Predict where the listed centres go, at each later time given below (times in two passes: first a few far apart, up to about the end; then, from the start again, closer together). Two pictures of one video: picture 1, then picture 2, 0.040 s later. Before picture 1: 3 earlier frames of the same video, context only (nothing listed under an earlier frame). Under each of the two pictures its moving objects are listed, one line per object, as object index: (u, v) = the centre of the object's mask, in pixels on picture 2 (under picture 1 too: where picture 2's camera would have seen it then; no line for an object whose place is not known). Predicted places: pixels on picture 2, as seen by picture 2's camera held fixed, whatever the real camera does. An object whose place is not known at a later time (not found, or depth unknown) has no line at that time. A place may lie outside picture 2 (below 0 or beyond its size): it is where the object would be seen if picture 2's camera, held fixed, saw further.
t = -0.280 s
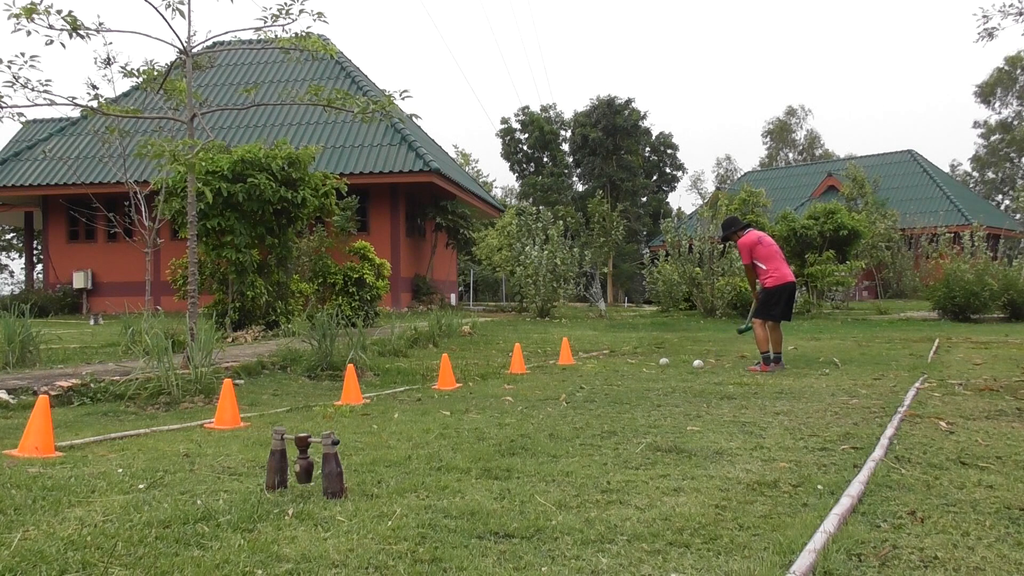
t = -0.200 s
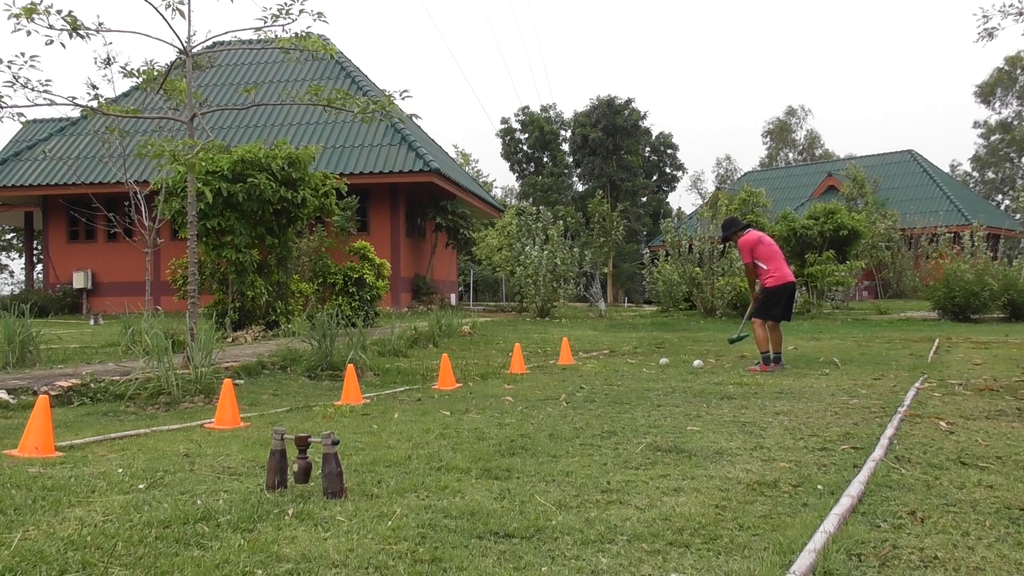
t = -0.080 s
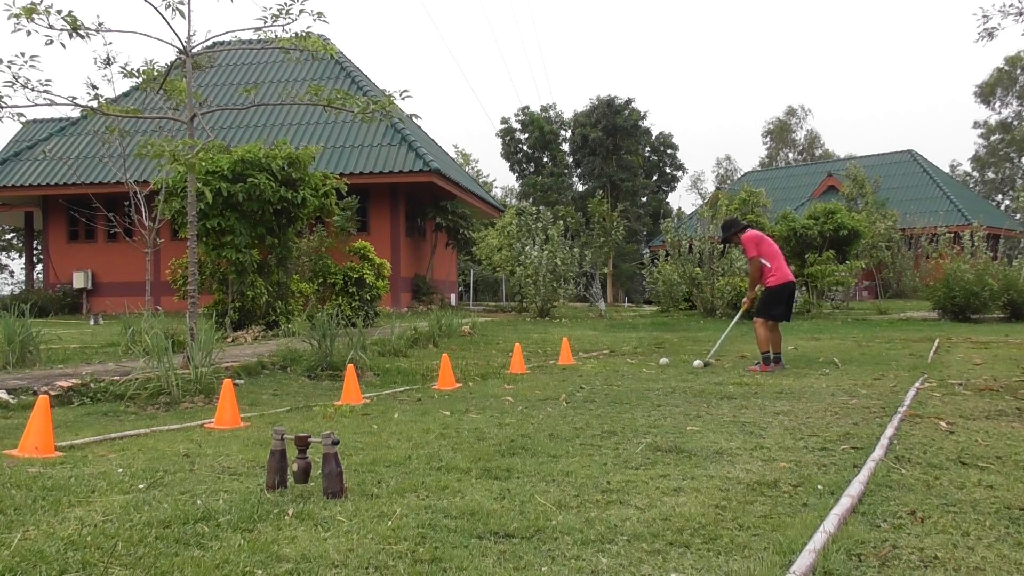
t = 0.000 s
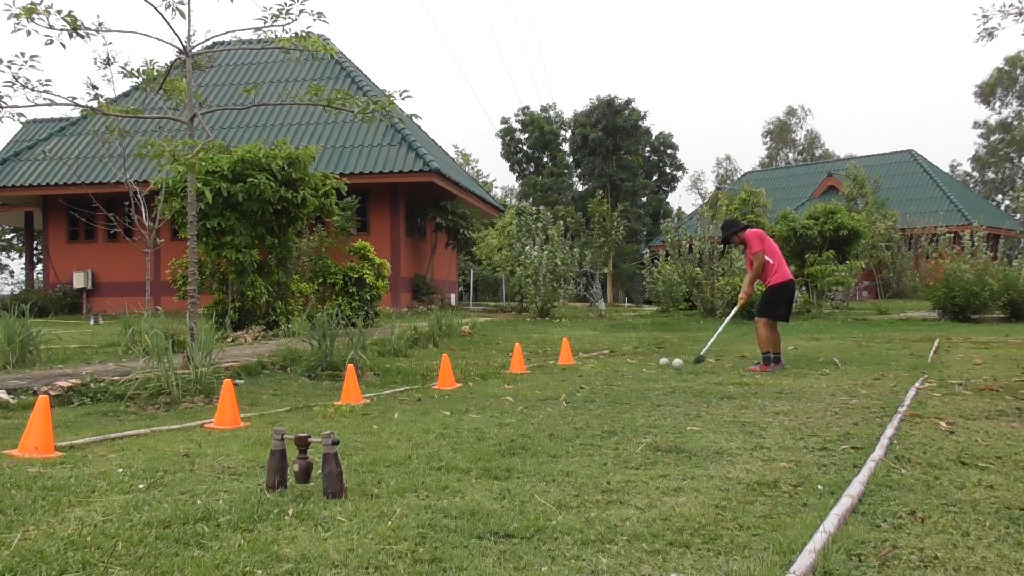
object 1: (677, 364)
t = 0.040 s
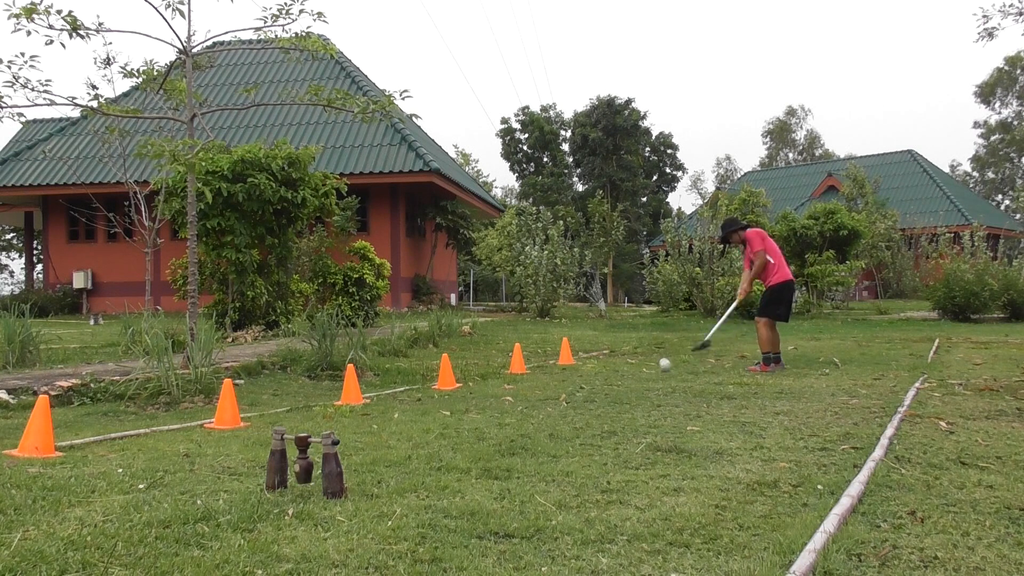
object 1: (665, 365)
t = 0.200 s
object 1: (608, 379)
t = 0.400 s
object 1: (510, 407)
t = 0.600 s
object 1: (384, 415)
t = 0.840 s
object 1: (153, 462)
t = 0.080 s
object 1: (653, 370)
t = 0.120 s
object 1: (639, 377)
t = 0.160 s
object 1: (624, 380)
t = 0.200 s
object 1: (608, 379)
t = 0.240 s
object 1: (592, 380)
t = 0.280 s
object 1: (574, 384)
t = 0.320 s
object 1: (554, 391)
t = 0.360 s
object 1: (532, 402)
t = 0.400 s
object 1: (510, 407)
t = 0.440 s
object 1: (489, 402)
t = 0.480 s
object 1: (467, 400)
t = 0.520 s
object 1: (442, 402)
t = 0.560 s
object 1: (414, 406)
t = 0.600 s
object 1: (384, 415)
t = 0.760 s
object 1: (239, 457)
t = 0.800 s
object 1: (198, 457)
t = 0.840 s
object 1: (153, 462)
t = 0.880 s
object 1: (102, 473)
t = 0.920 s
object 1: (45, 491)
